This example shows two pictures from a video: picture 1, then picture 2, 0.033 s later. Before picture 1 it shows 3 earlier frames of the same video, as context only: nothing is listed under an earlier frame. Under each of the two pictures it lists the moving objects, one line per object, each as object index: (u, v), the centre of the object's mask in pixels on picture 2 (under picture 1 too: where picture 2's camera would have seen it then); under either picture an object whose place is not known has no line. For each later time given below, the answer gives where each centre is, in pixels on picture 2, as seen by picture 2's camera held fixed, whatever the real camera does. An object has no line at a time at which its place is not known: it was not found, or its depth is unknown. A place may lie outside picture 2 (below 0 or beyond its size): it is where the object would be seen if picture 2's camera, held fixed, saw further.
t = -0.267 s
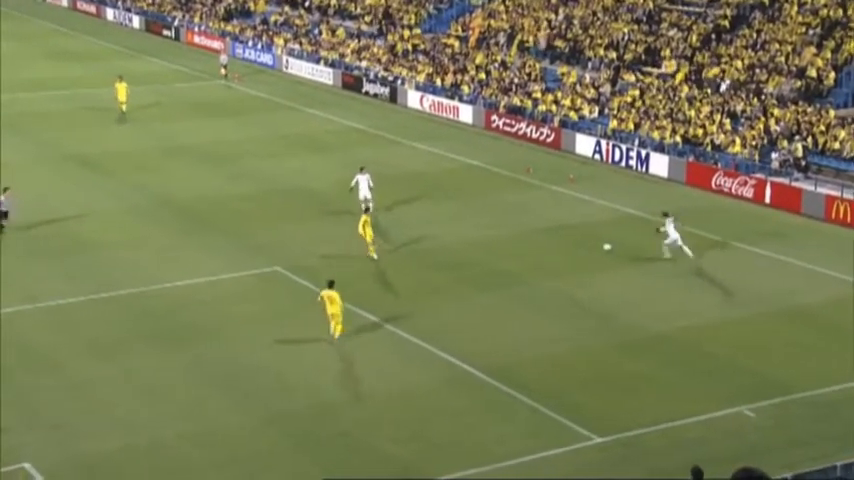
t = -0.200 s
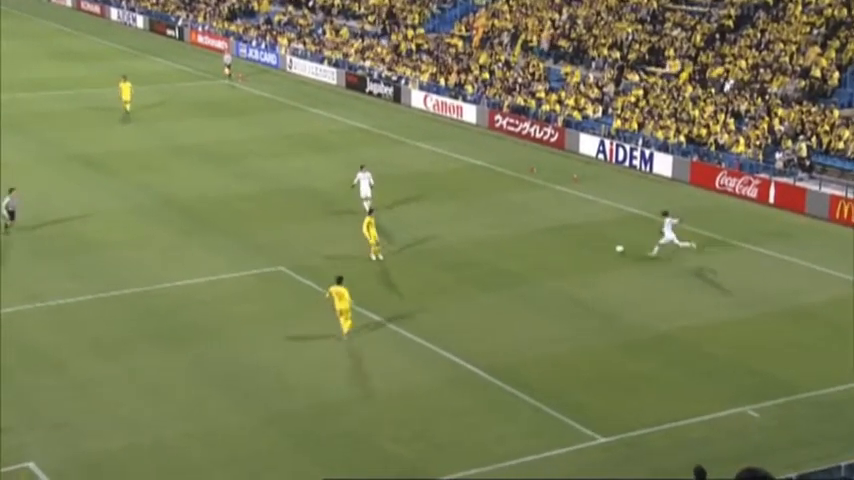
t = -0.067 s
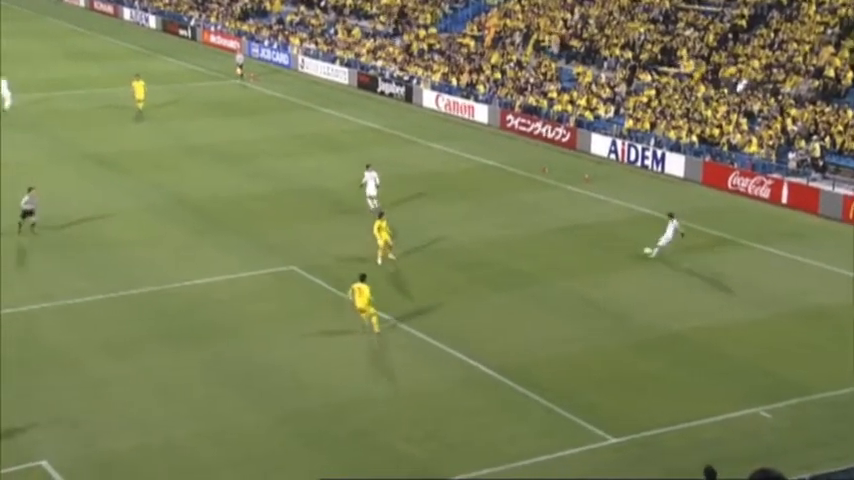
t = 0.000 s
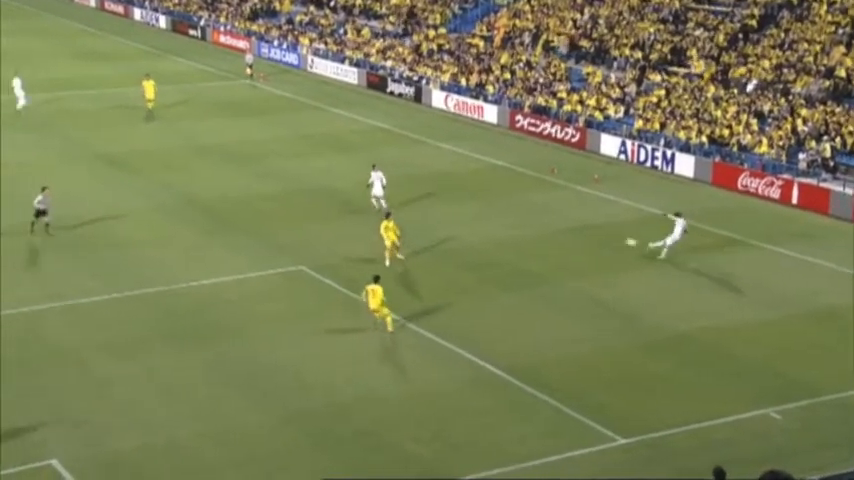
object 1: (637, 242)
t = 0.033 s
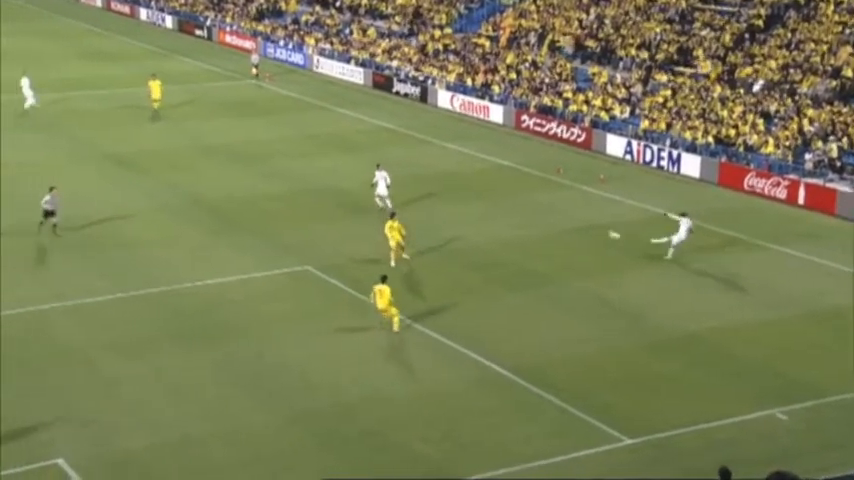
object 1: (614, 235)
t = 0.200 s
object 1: (506, 206)
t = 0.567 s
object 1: (278, 189)
